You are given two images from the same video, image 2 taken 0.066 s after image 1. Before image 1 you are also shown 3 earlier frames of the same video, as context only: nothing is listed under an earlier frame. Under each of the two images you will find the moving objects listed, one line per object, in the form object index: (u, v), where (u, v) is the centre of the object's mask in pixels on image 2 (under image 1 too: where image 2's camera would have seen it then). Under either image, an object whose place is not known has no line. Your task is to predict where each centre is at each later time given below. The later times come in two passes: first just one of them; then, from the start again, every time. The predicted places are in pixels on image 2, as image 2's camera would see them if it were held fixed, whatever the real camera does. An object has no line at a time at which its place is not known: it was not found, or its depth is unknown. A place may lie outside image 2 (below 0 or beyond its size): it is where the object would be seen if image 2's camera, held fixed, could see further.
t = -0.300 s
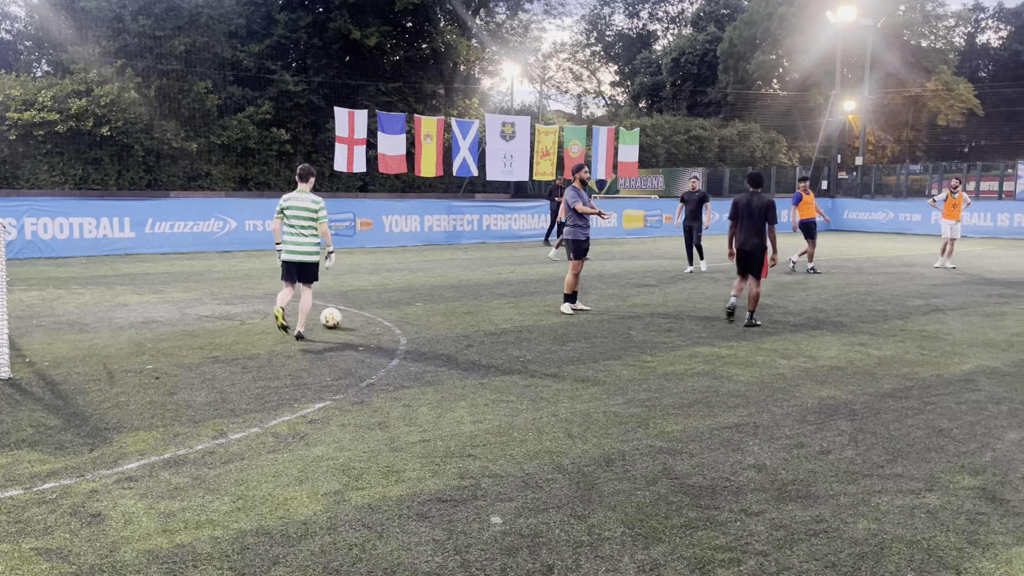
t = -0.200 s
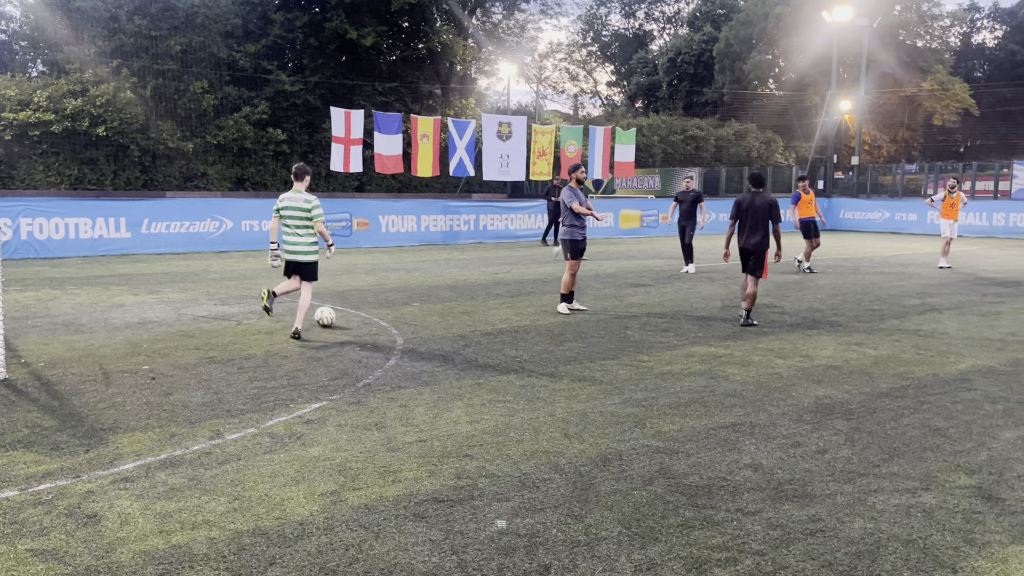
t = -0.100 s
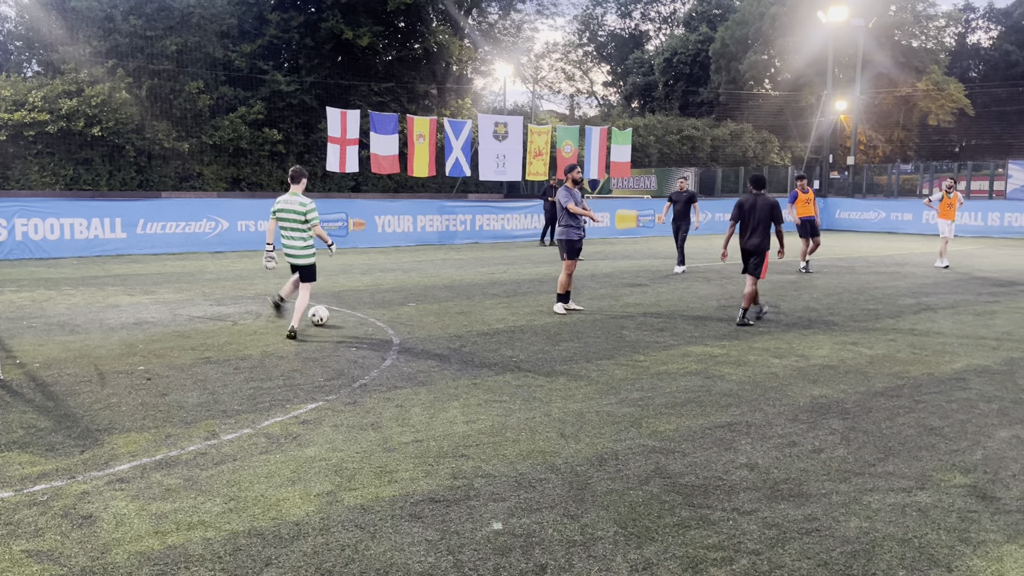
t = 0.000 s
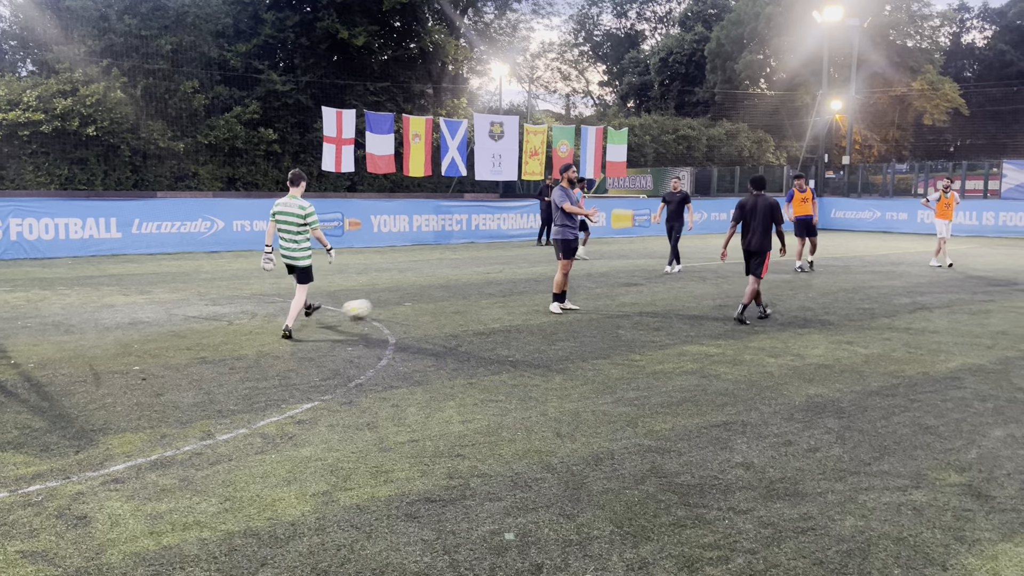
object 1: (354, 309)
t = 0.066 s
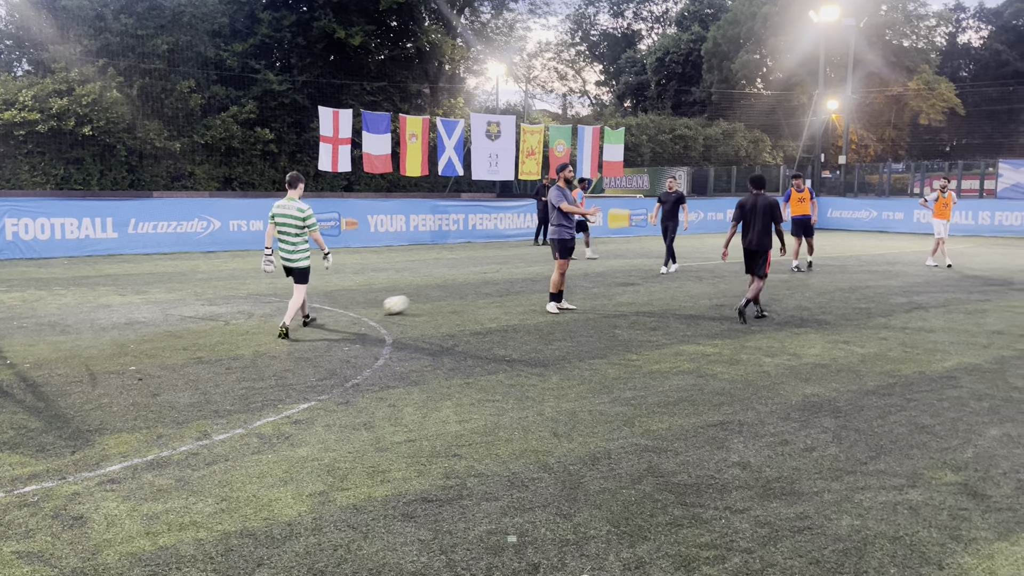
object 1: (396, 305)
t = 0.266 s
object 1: (493, 293)
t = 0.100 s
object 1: (415, 302)
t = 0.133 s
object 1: (433, 300)
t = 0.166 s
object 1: (449, 299)
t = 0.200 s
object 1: (464, 298)
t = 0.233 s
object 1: (479, 294)
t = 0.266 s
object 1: (493, 293)
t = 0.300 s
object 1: (506, 293)
